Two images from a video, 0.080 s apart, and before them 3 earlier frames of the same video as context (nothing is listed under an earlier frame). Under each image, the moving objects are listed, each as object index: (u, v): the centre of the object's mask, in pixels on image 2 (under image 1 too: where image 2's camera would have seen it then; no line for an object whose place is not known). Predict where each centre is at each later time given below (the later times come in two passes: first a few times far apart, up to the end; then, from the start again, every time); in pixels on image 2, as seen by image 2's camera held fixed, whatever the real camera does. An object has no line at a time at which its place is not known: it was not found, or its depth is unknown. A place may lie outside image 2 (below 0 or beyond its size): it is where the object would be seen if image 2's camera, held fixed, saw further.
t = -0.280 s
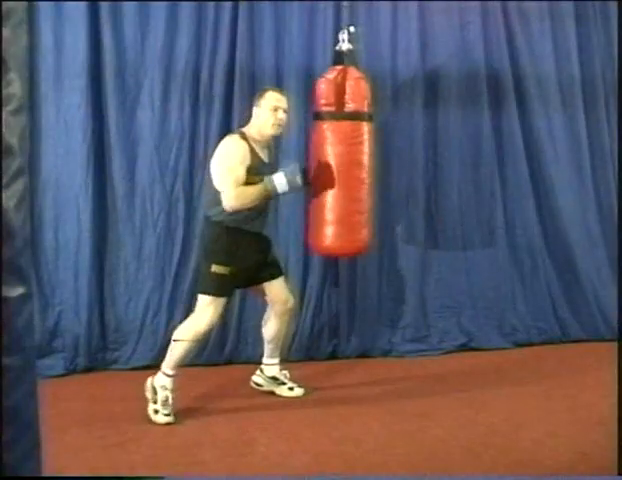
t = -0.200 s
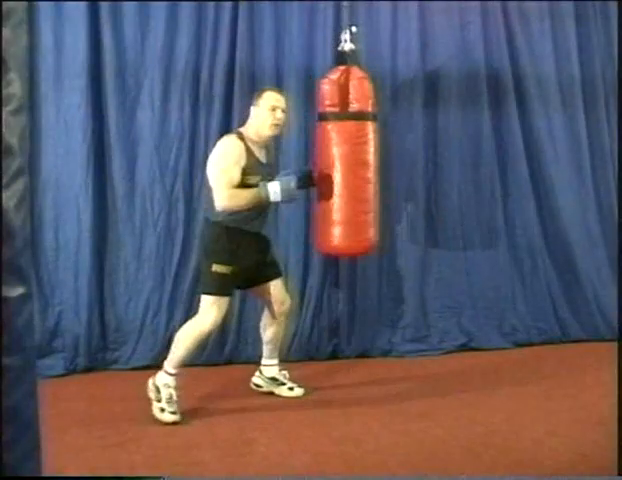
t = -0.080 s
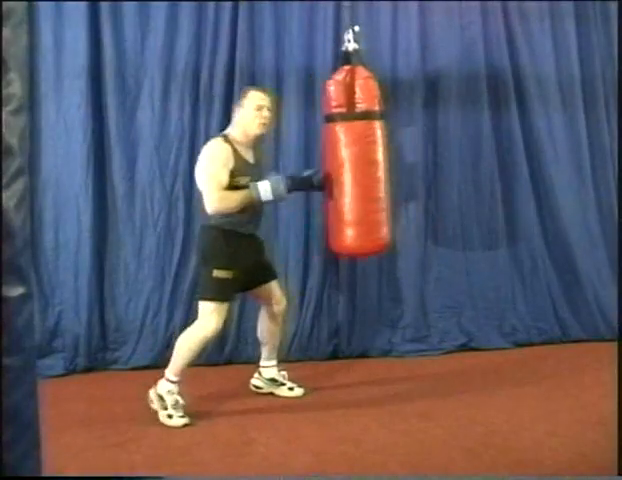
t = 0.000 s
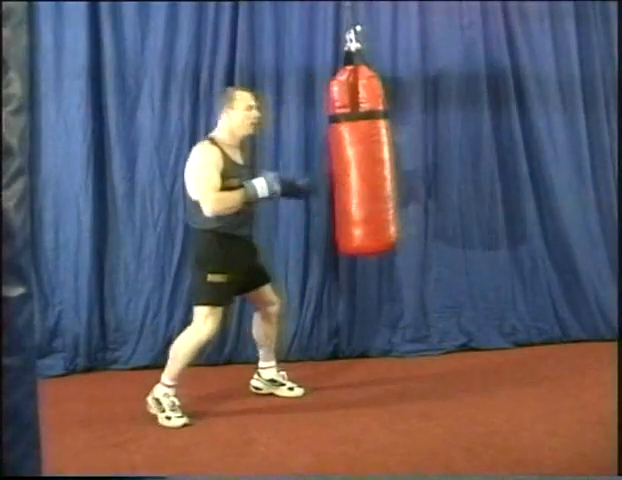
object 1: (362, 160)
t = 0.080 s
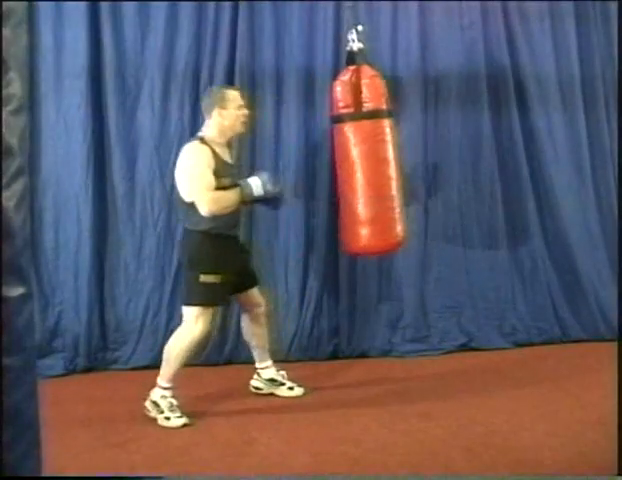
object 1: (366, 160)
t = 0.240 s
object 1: (374, 159)
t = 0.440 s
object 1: (376, 158)
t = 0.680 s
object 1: (367, 159)
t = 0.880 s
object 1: (354, 160)
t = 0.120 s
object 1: (368, 160)
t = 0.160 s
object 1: (370, 159)
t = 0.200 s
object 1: (372, 159)
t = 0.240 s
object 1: (374, 159)
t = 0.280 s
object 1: (374, 158)
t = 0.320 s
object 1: (375, 159)
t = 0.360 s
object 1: (376, 158)
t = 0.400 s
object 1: (375, 158)
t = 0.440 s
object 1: (376, 158)
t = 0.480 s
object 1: (374, 158)
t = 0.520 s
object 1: (374, 158)
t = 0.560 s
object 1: (372, 158)
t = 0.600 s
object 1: (371, 159)
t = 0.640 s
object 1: (369, 159)
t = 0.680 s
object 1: (367, 159)
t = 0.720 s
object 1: (364, 159)
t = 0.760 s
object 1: (362, 159)
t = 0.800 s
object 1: (359, 160)
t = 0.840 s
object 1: (356, 160)
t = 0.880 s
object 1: (354, 160)
